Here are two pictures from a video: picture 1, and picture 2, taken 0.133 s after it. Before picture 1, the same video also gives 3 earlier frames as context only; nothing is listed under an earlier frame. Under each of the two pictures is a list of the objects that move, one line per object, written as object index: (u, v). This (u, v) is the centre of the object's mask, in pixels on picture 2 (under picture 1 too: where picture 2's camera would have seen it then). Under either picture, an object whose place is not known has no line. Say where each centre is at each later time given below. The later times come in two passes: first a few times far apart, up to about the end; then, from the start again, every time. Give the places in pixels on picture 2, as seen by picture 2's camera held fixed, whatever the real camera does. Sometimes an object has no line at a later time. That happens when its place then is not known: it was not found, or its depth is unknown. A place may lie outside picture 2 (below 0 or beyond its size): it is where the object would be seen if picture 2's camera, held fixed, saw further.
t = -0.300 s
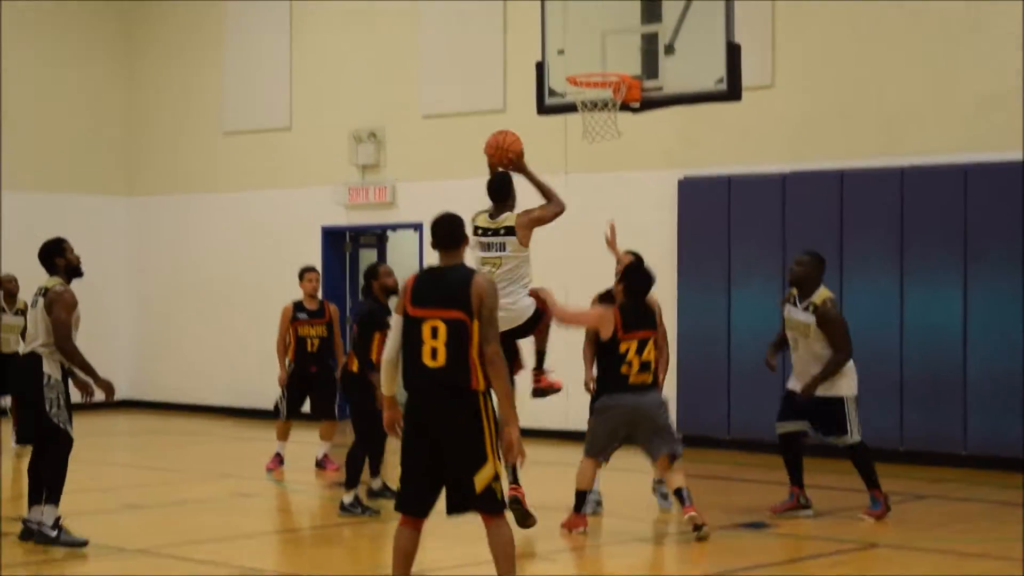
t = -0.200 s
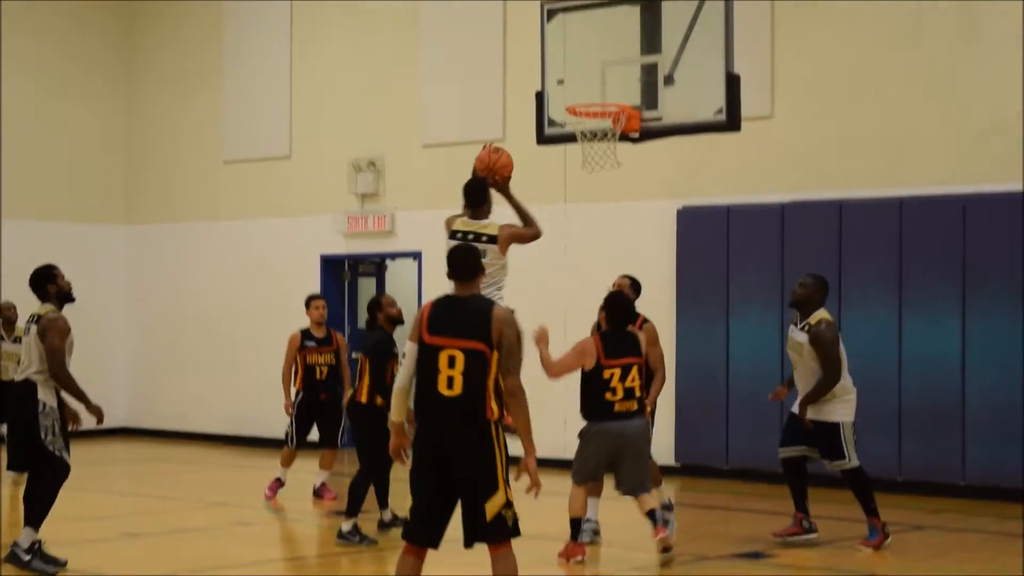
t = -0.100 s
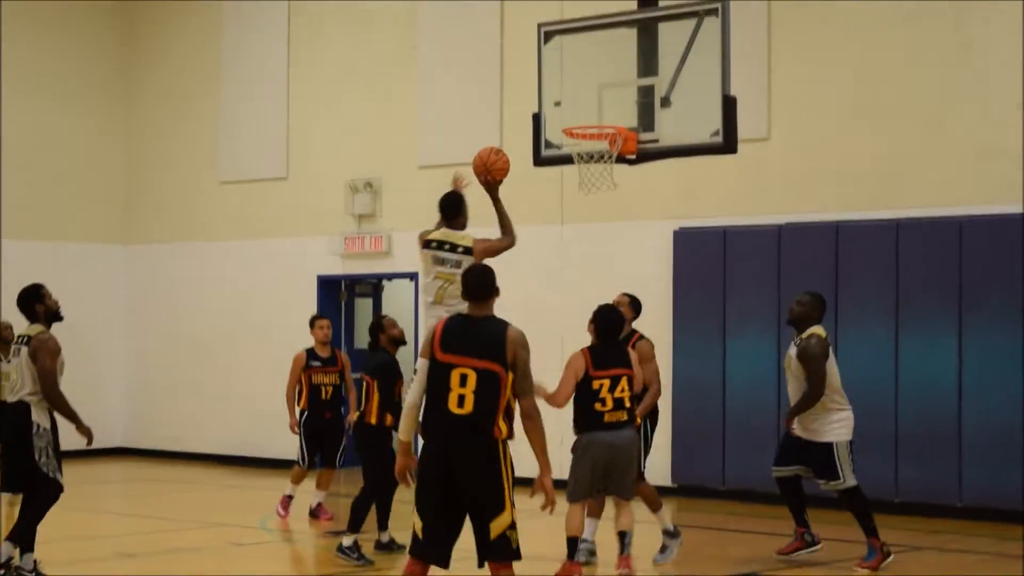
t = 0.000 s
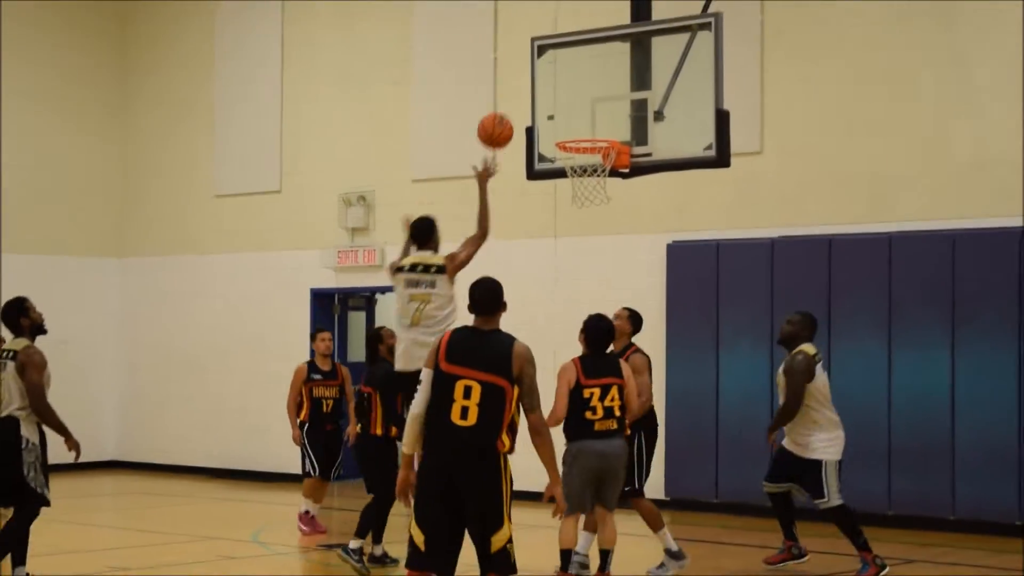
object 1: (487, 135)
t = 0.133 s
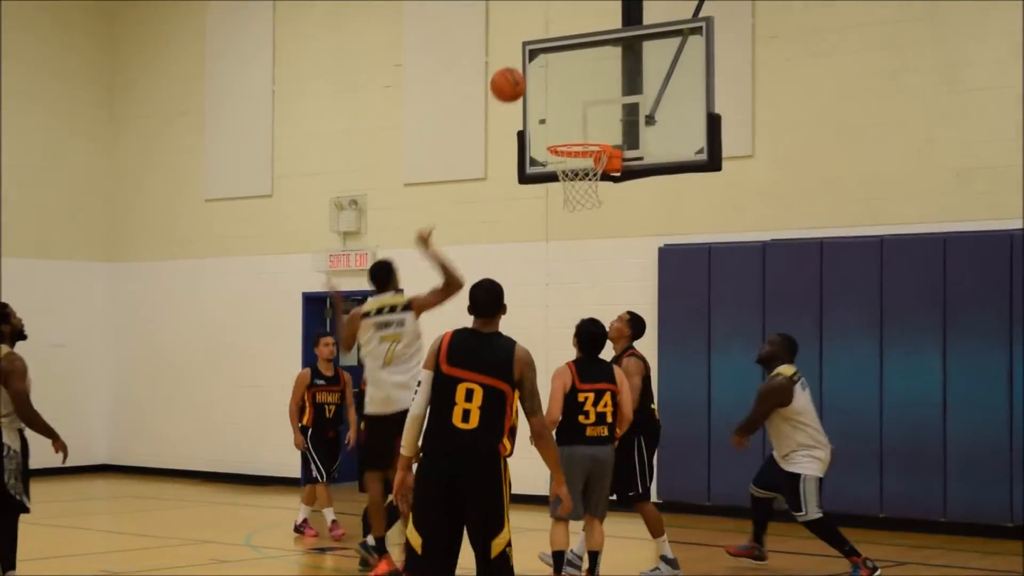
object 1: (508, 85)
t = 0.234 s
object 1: (523, 66)
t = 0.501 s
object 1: (560, 83)
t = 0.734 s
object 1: (591, 172)
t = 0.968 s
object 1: (596, 245)
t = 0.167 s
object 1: (513, 77)
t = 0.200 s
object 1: (518, 70)
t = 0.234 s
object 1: (523, 66)
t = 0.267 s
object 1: (528, 62)
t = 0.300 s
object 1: (533, 61)
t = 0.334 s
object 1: (537, 60)
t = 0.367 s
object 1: (542, 62)
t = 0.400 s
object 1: (547, 65)
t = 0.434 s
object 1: (551, 69)
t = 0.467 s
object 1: (556, 75)
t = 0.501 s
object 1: (560, 83)
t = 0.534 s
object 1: (565, 91)
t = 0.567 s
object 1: (569, 102)
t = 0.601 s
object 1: (574, 113)
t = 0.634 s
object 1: (578, 126)
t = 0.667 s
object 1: (582, 135)
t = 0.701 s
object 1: (587, 159)
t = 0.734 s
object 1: (591, 172)
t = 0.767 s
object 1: (593, 185)
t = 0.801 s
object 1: (593, 192)
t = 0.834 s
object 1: (594, 199)
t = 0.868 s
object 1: (595, 209)
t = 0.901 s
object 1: (595, 220)
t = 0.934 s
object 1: (596, 231)
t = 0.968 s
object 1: (596, 245)
